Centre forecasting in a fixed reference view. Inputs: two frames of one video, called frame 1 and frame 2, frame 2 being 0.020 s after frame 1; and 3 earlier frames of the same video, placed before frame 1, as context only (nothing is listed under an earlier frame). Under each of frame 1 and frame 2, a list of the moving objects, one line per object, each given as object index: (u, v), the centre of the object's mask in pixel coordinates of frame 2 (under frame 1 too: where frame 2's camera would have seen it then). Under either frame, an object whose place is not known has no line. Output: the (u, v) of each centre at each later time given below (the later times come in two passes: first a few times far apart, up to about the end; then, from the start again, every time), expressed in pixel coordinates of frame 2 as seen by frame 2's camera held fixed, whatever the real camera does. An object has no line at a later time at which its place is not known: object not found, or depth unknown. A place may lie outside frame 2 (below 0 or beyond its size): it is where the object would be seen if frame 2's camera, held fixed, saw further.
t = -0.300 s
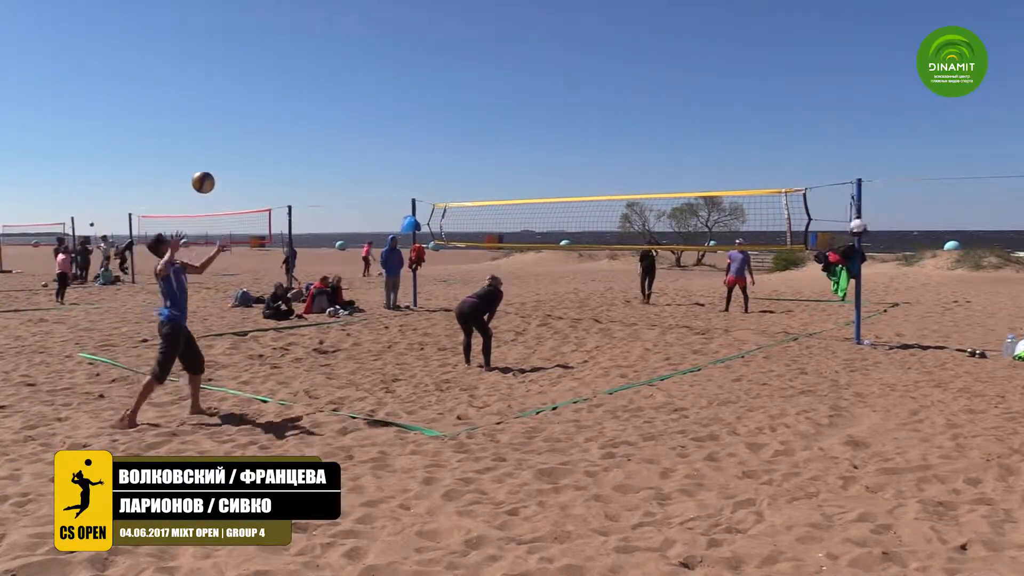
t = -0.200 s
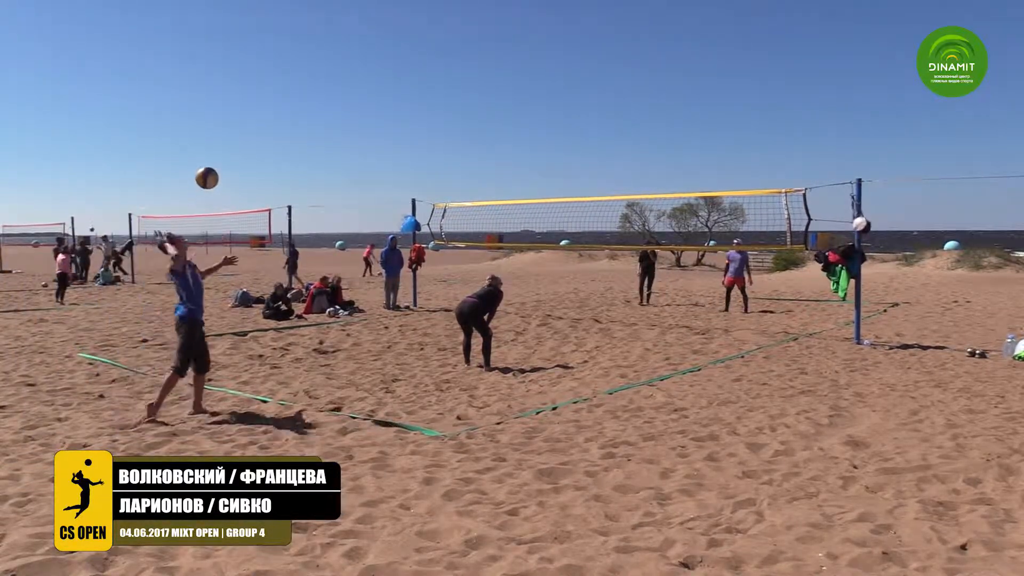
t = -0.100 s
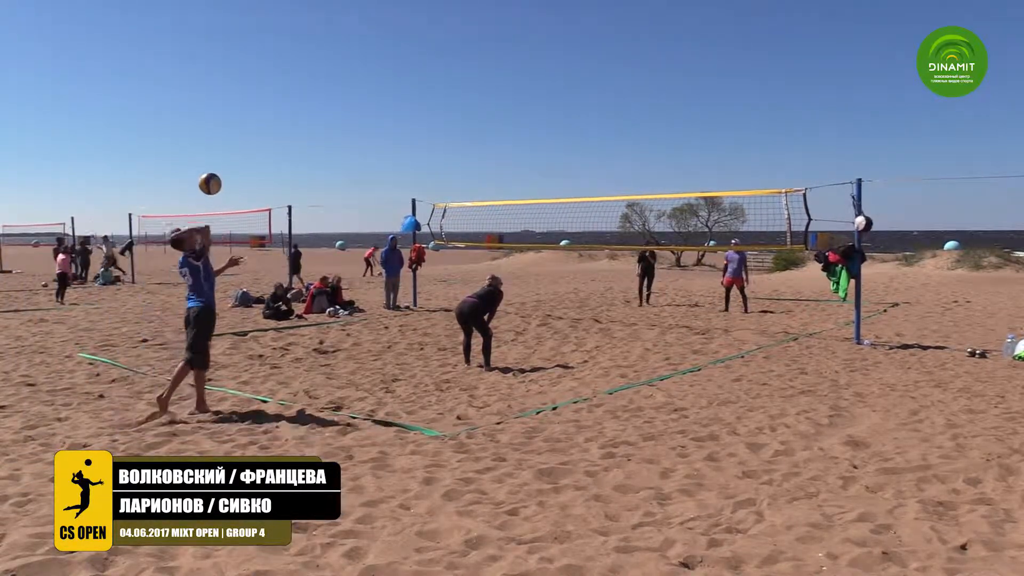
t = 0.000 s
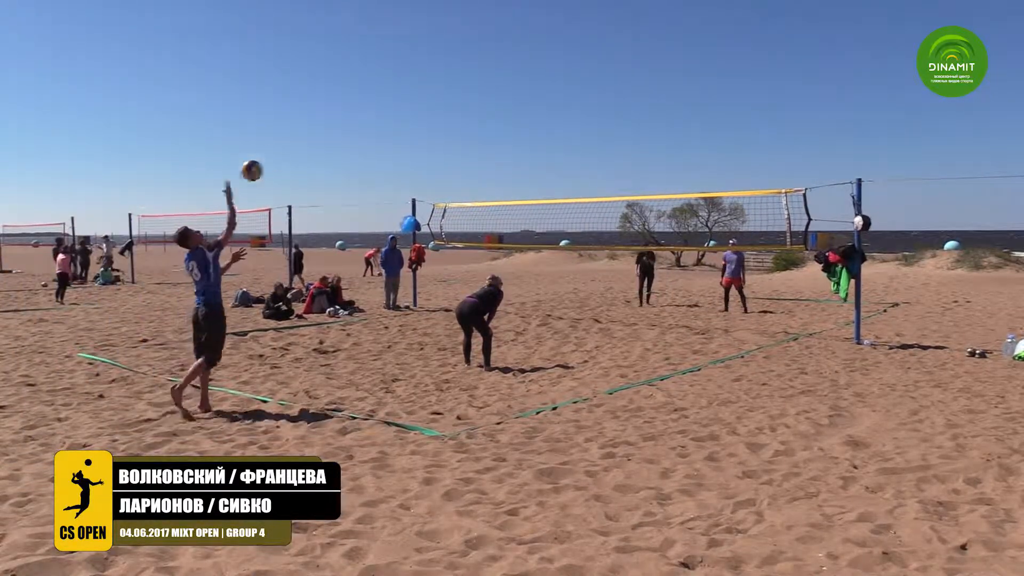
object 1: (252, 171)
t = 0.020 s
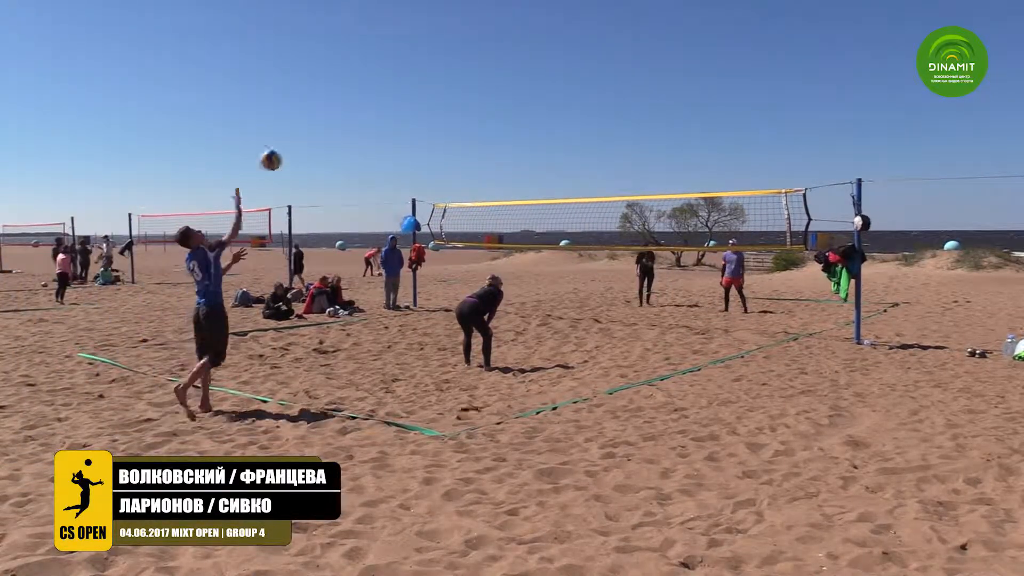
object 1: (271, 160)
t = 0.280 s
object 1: (451, 88)
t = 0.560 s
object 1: (550, 90)
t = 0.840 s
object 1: (604, 122)
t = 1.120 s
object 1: (637, 178)
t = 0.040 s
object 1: (289, 151)
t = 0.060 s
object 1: (306, 143)
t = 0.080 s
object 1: (323, 135)
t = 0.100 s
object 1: (339, 128)
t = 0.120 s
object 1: (353, 121)
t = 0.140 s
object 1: (367, 115)
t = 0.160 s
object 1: (382, 110)
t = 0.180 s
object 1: (395, 105)
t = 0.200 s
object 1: (407, 100)
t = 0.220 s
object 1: (419, 97)
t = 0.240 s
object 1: (430, 93)
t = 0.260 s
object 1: (441, 90)
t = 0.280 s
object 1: (451, 88)
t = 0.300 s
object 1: (461, 86)
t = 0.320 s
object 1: (470, 84)
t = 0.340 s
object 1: (478, 83)
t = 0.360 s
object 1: (486, 83)
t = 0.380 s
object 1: (494, 83)
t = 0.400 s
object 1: (502, 83)
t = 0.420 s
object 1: (508, 83)
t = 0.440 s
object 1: (515, 84)
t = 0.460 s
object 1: (521, 84)
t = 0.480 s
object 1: (528, 85)
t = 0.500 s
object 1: (534, 86)
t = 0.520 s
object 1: (539, 87)
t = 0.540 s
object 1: (545, 88)
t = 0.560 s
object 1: (550, 90)
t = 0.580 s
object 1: (555, 91)
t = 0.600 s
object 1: (560, 93)
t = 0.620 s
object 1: (565, 95)
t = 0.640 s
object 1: (569, 97)
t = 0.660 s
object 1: (573, 99)
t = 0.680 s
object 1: (577, 101)
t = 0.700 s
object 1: (581, 103)
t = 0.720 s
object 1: (584, 105)
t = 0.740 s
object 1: (588, 108)
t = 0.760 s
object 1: (591, 111)
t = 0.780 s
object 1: (595, 113)
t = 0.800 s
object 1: (598, 116)
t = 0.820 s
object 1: (601, 119)
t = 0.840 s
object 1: (604, 122)
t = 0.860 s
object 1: (607, 126)
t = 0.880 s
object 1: (609, 129)
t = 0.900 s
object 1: (612, 132)
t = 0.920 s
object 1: (615, 136)
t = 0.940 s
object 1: (617, 140)
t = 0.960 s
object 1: (620, 144)
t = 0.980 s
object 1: (621, 148)
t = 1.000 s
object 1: (624, 152)
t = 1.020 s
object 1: (626, 156)
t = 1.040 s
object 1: (629, 161)
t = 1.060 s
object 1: (631, 164)
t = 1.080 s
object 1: (632, 169)
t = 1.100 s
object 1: (635, 174)
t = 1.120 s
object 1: (637, 178)
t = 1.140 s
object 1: (639, 183)
